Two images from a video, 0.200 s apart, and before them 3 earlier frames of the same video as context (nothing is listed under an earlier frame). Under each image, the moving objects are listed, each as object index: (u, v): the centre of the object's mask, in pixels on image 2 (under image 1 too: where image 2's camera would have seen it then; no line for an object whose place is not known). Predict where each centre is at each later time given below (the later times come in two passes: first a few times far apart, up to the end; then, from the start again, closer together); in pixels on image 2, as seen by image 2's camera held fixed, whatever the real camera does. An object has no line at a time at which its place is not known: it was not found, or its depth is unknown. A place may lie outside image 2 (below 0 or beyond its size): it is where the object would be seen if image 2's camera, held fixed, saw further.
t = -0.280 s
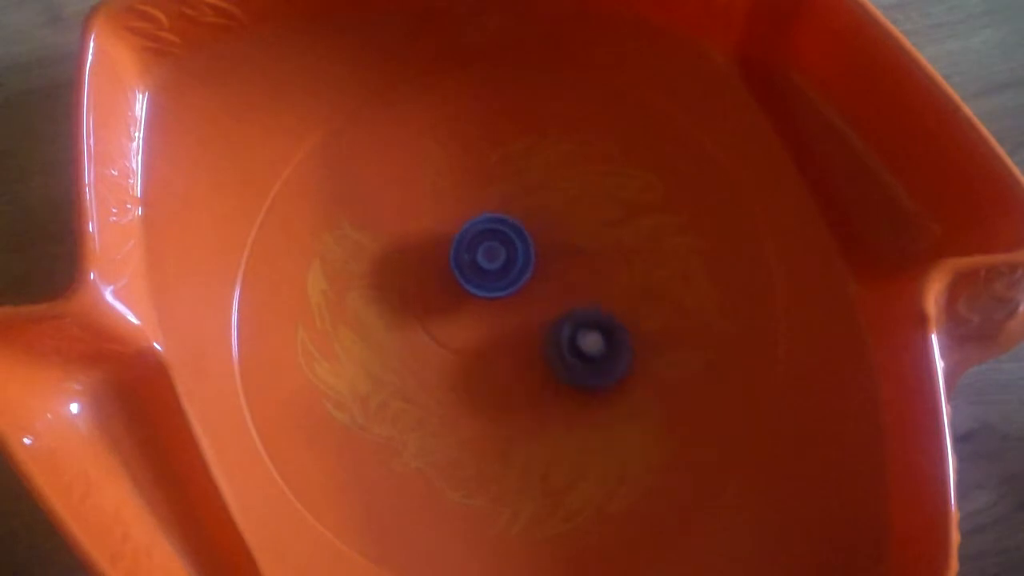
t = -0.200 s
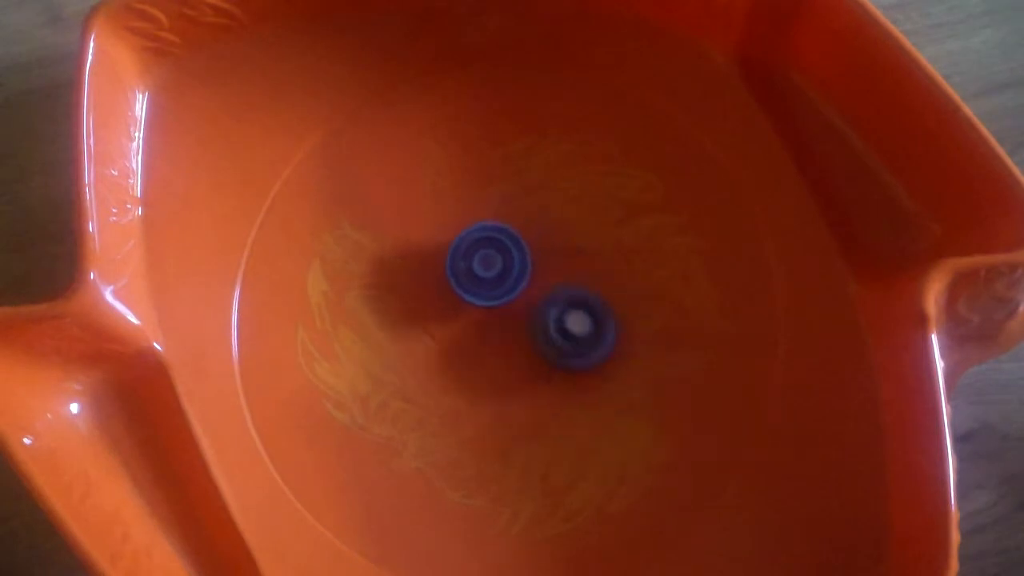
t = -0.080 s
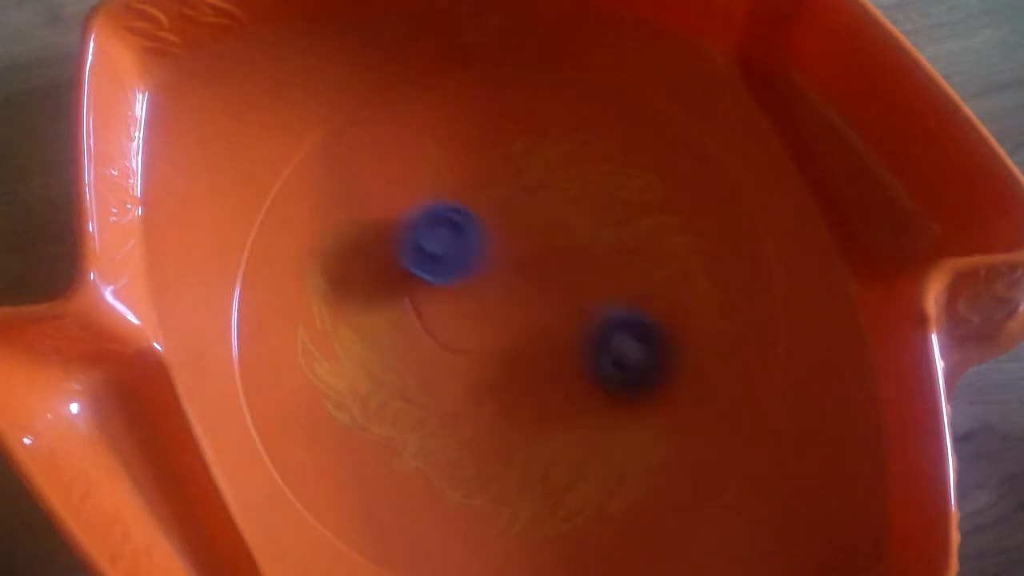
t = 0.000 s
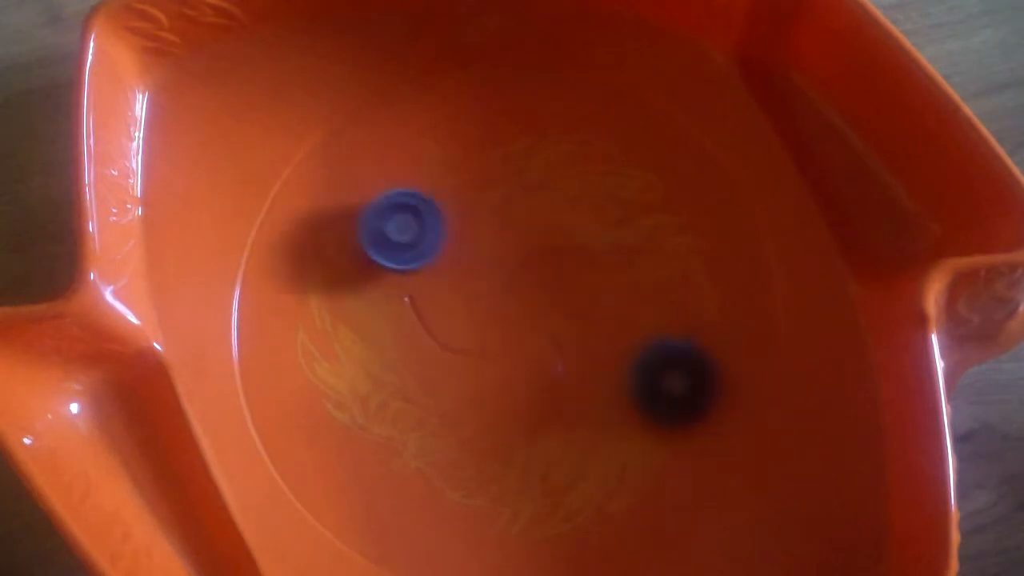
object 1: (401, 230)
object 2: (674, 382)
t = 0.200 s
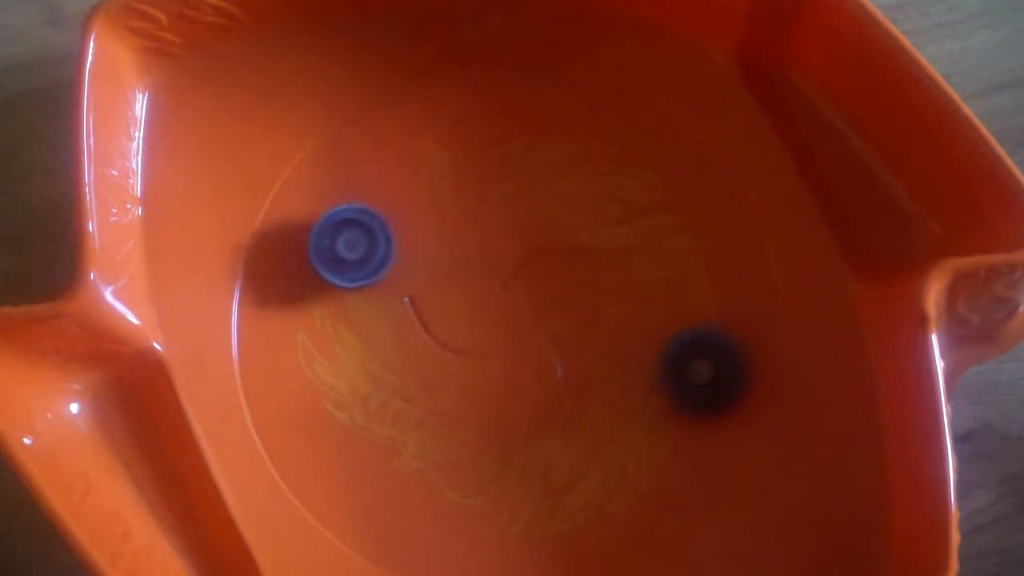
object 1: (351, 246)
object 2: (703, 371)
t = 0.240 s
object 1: (347, 253)
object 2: (708, 368)
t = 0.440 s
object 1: (362, 289)
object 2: (715, 359)
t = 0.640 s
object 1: (427, 315)
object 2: (677, 347)
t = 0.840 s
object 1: (497, 320)
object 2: (630, 323)
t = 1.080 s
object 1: (542, 321)
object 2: (621, 278)
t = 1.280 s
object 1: (537, 345)
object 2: (642, 225)
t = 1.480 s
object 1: (532, 360)
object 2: (657, 202)
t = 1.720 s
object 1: (521, 358)
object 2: (663, 213)
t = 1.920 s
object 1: (504, 344)
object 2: (627, 236)
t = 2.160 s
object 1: (482, 330)
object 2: (570, 244)
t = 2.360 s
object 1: (479, 317)
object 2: (525, 244)
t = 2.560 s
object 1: (472, 311)
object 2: (507, 208)
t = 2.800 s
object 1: (474, 298)
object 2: (514, 173)
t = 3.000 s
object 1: (472, 285)
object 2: (532, 178)
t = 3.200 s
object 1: (474, 280)
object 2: (534, 214)
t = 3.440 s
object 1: (450, 322)
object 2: (562, 228)
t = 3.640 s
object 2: (532, 243)
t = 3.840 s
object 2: (506, 261)
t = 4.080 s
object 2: (479, 236)
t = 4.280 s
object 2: (473, 215)
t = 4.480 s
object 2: (479, 214)
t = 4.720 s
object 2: (457, 211)
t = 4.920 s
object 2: (441, 229)
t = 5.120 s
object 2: (431, 254)
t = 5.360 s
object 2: (420, 285)
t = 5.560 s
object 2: (408, 295)
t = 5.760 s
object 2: (411, 296)
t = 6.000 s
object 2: (414, 290)
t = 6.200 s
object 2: (426, 282)
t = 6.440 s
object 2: (447, 301)
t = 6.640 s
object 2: (448, 326)
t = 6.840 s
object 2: (443, 335)
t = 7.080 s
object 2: (439, 340)
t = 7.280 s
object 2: (434, 334)
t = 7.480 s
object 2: (432, 339)
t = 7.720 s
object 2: (419, 308)
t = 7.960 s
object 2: (420, 295)
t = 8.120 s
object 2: (434, 299)
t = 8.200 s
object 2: (455, 296)
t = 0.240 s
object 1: (347, 253)
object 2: (708, 368)
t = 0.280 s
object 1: (344, 259)
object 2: (712, 367)
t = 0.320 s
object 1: (345, 266)
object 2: (716, 366)
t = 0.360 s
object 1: (349, 273)
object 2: (718, 364)
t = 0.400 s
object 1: (354, 281)
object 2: (718, 362)
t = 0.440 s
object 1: (362, 289)
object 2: (715, 359)
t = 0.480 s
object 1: (373, 296)
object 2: (710, 357)
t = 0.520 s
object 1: (385, 302)
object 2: (703, 354)
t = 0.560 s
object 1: (399, 307)
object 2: (694, 352)
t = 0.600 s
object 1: (414, 311)
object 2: (686, 349)
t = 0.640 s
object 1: (427, 315)
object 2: (677, 347)
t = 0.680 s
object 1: (439, 318)
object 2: (668, 344)
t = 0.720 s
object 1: (453, 319)
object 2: (657, 339)
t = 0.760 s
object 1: (467, 319)
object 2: (647, 335)
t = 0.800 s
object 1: (482, 320)
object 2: (638, 329)
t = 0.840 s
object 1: (497, 320)
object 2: (630, 323)
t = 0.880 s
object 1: (512, 320)
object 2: (623, 317)
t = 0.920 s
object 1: (524, 319)
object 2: (617, 310)
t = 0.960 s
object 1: (526, 319)
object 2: (625, 303)
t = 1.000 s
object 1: (529, 319)
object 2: (627, 296)
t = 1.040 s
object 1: (535, 320)
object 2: (624, 288)
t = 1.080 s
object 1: (542, 321)
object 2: (621, 278)
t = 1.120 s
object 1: (547, 321)
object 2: (620, 270)
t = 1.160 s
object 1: (543, 327)
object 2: (630, 253)
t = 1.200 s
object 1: (539, 334)
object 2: (637, 240)
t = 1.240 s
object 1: (538, 340)
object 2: (641, 231)
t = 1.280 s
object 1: (537, 345)
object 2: (642, 225)
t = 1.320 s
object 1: (537, 349)
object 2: (645, 218)
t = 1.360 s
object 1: (536, 353)
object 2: (648, 213)
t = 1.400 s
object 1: (535, 356)
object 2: (651, 209)
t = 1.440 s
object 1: (533, 358)
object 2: (654, 205)
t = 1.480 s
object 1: (532, 360)
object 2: (657, 202)
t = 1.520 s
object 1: (531, 360)
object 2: (661, 201)
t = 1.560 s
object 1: (529, 361)
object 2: (665, 201)
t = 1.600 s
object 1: (527, 361)
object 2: (667, 202)
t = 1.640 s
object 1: (525, 361)
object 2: (668, 205)
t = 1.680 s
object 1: (523, 360)
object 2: (667, 208)
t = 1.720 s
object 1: (521, 358)
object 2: (663, 213)
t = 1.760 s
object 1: (518, 356)
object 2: (658, 217)
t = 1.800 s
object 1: (515, 353)
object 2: (652, 222)
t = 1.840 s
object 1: (512, 350)
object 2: (645, 227)
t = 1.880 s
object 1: (508, 348)
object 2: (636, 232)
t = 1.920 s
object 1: (504, 344)
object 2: (627, 236)
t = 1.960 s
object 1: (499, 342)
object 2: (619, 240)
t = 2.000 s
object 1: (495, 339)
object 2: (609, 243)
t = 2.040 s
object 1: (491, 336)
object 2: (599, 245)
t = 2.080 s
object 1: (488, 334)
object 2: (589, 245)
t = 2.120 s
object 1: (485, 332)
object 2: (580, 245)
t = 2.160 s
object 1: (482, 330)
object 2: (570, 244)
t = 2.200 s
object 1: (480, 329)
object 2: (561, 243)
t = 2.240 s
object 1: (480, 326)
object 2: (553, 239)
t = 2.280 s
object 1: (479, 324)
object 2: (544, 240)
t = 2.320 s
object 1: (479, 321)
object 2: (534, 243)
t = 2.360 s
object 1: (479, 317)
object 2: (525, 244)
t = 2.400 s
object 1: (477, 315)
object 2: (519, 237)
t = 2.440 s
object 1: (475, 315)
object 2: (516, 231)
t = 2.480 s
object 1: (473, 314)
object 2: (511, 224)
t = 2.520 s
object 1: (472, 312)
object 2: (508, 216)
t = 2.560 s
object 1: (472, 311)
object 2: (507, 208)
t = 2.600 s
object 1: (472, 309)
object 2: (507, 201)
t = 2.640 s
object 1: (473, 307)
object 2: (506, 194)
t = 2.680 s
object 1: (473, 305)
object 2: (507, 187)
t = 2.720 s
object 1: (473, 303)
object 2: (508, 181)
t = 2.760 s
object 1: (474, 300)
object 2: (511, 177)
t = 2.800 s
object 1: (474, 298)
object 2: (514, 173)
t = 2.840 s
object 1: (474, 295)
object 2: (517, 171)
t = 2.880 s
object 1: (474, 292)
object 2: (521, 170)
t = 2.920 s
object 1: (474, 289)
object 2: (526, 171)
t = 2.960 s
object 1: (473, 287)
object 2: (529, 173)
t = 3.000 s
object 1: (472, 285)
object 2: (532, 178)
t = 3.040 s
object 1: (472, 283)
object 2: (534, 183)
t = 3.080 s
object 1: (472, 282)
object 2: (536, 189)
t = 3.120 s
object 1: (473, 281)
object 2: (537, 196)
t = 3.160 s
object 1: (473, 280)
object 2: (537, 204)
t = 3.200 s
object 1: (474, 280)
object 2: (534, 214)
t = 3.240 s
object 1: (469, 284)
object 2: (540, 216)
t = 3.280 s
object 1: (457, 294)
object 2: (558, 211)
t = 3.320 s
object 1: (453, 301)
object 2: (567, 211)
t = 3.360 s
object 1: (451, 308)
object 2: (570, 215)
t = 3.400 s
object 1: (450, 315)
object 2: (567, 222)
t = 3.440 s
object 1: (450, 322)
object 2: (562, 228)
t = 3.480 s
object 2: (556, 233)
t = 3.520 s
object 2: (550, 237)
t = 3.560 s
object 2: (543, 242)
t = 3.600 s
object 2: (536, 245)
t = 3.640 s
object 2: (532, 243)
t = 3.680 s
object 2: (528, 247)
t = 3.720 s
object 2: (523, 248)
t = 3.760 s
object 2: (517, 253)
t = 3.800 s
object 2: (512, 259)
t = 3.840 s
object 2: (506, 261)
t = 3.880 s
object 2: (500, 259)
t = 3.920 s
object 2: (495, 254)
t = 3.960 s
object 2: (490, 250)
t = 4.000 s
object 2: (485, 245)
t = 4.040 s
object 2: (482, 240)
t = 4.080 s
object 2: (479, 236)
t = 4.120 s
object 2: (478, 231)
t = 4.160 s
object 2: (475, 226)
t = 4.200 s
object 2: (474, 222)
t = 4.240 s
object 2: (473, 218)
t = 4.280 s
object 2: (473, 215)
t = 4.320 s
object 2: (475, 212)
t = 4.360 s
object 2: (475, 210)
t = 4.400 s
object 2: (476, 211)
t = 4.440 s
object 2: (478, 212)
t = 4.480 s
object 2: (479, 214)
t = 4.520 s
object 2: (477, 212)
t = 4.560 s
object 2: (476, 214)
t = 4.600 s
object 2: (475, 217)
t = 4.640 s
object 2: (467, 213)
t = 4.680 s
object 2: (461, 210)
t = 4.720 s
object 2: (457, 211)
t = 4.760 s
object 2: (453, 214)
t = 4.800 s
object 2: (449, 216)
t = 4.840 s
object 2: (446, 220)
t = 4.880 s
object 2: (443, 225)
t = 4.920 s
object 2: (441, 229)
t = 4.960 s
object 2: (439, 233)
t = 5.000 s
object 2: (437, 238)
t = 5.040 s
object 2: (435, 244)
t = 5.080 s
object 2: (433, 249)
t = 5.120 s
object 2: (431, 254)
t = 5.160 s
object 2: (429, 261)
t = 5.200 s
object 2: (427, 265)
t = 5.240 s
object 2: (425, 271)
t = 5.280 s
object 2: (423, 275)
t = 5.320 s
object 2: (422, 281)
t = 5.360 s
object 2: (420, 285)
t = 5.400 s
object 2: (419, 290)
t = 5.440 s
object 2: (418, 293)
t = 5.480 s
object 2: (415, 298)
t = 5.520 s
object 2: (409, 298)
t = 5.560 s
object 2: (408, 295)
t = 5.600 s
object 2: (409, 293)
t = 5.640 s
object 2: (409, 293)
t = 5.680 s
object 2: (409, 293)
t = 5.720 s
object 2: (411, 294)
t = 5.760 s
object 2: (411, 296)
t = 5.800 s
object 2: (412, 297)
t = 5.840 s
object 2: (411, 297)
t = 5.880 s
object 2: (409, 295)
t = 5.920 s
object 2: (409, 287)
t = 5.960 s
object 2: (412, 289)
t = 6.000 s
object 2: (414, 290)
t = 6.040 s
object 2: (415, 289)
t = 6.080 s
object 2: (420, 286)
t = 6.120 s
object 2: (425, 287)
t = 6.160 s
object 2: (428, 286)
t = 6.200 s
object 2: (426, 282)
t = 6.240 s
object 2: (430, 282)
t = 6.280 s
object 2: (434, 286)
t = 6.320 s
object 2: (438, 289)
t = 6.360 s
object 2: (441, 292)
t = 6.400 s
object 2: (444, 297)
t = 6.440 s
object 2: (447, 301)
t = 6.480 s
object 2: (448, 307)
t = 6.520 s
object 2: (449, 311)
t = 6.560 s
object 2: (450, 315)
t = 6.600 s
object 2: (450, 320)
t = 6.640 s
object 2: (448, 326)
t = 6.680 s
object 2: (445, 329)
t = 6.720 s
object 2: (443, 333)
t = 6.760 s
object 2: (440, 336)
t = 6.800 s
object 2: (440, 335)
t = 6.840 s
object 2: (443, 335)
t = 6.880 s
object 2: (444, 337)
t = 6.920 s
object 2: (444, 339)
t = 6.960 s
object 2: (443, 338)
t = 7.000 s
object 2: (443, 339)
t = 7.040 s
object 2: (440, 341)
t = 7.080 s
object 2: (439, 340)
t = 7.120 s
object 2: (433, 338)
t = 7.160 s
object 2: (434, 333)
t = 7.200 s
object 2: (435, 332)
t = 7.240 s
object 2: (433, 335)
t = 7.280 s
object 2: (434, 334)
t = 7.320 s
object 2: (435, 333)
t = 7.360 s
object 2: (433, 337)
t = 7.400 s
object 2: (434, 337)
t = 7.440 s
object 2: (433, 336)
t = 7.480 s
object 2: (432, 339)
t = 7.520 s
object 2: (434, 337)
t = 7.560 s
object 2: (434, 336)
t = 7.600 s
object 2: (436, 338)
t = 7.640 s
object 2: (435, 335)
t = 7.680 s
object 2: (426, 322)
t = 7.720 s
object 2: (419, 308)
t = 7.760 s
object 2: (419, 298)
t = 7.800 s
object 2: (418, 293)
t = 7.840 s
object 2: (420, 290)
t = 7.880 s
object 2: (420, 291)
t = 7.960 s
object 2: (420, 295)
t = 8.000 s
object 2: (420, 296)
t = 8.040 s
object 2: (421, 297)
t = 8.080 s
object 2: (427, 298)
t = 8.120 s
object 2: (434, 299)
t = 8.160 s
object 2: (444, 298)
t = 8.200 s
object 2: (455, 296)
